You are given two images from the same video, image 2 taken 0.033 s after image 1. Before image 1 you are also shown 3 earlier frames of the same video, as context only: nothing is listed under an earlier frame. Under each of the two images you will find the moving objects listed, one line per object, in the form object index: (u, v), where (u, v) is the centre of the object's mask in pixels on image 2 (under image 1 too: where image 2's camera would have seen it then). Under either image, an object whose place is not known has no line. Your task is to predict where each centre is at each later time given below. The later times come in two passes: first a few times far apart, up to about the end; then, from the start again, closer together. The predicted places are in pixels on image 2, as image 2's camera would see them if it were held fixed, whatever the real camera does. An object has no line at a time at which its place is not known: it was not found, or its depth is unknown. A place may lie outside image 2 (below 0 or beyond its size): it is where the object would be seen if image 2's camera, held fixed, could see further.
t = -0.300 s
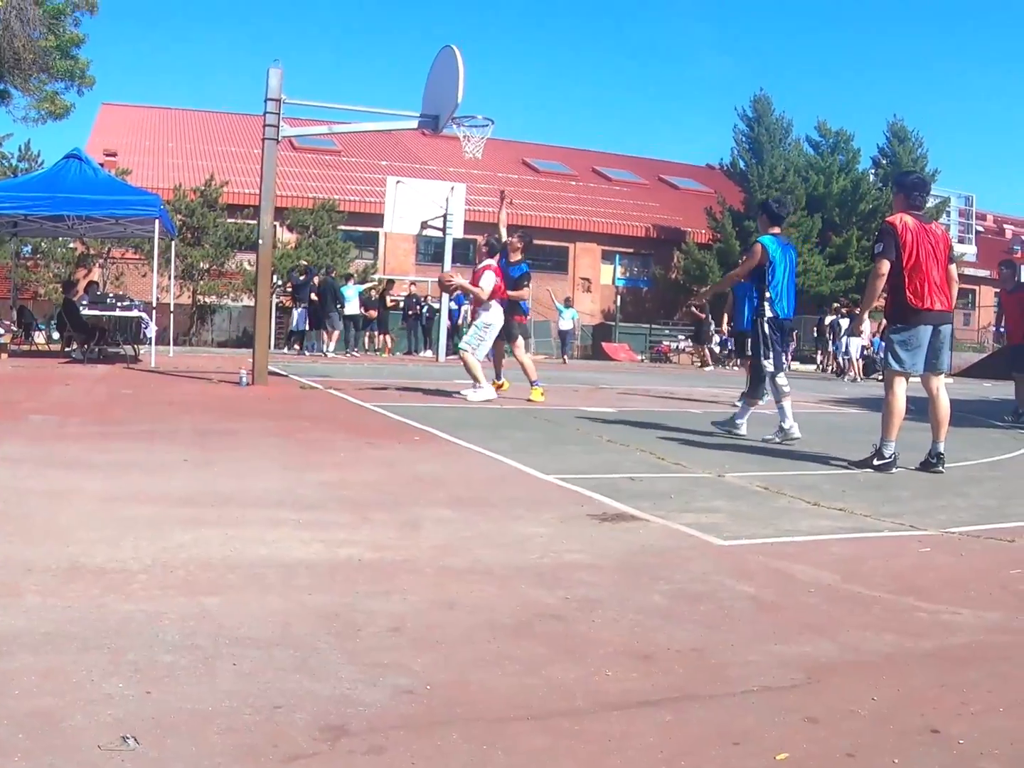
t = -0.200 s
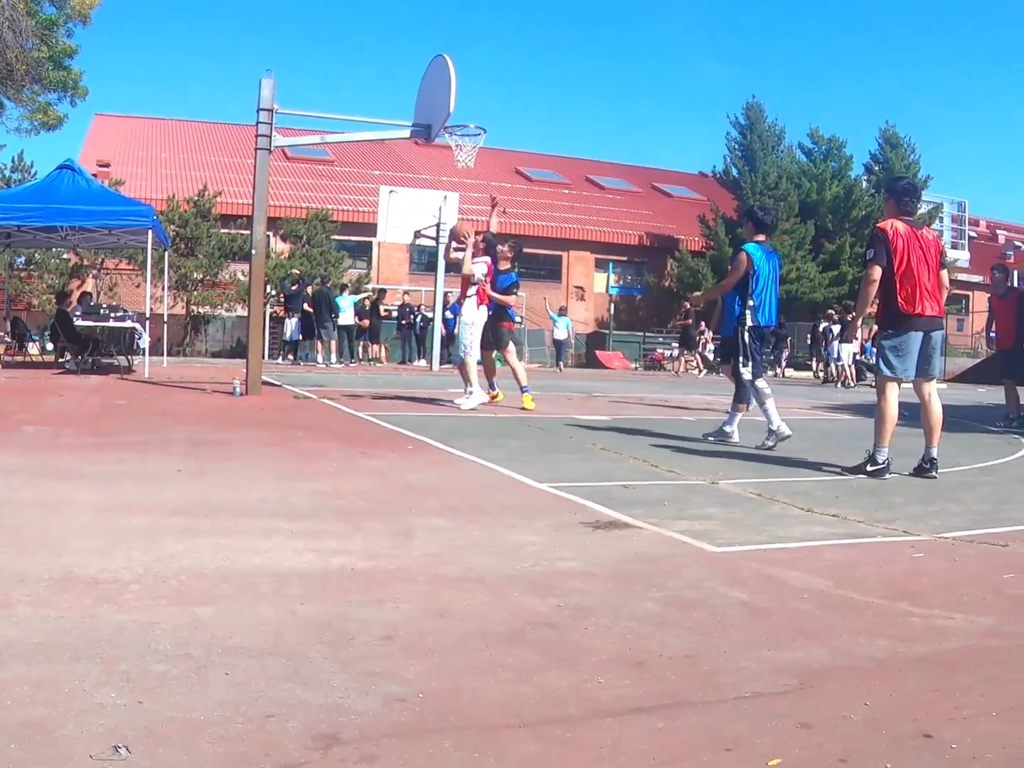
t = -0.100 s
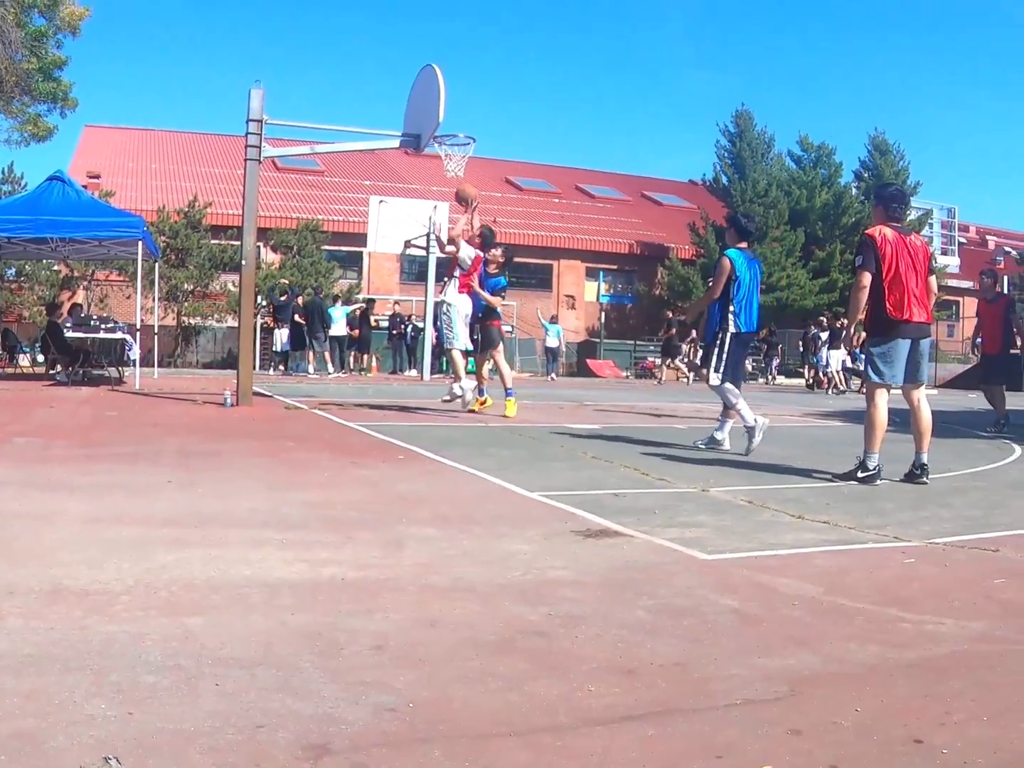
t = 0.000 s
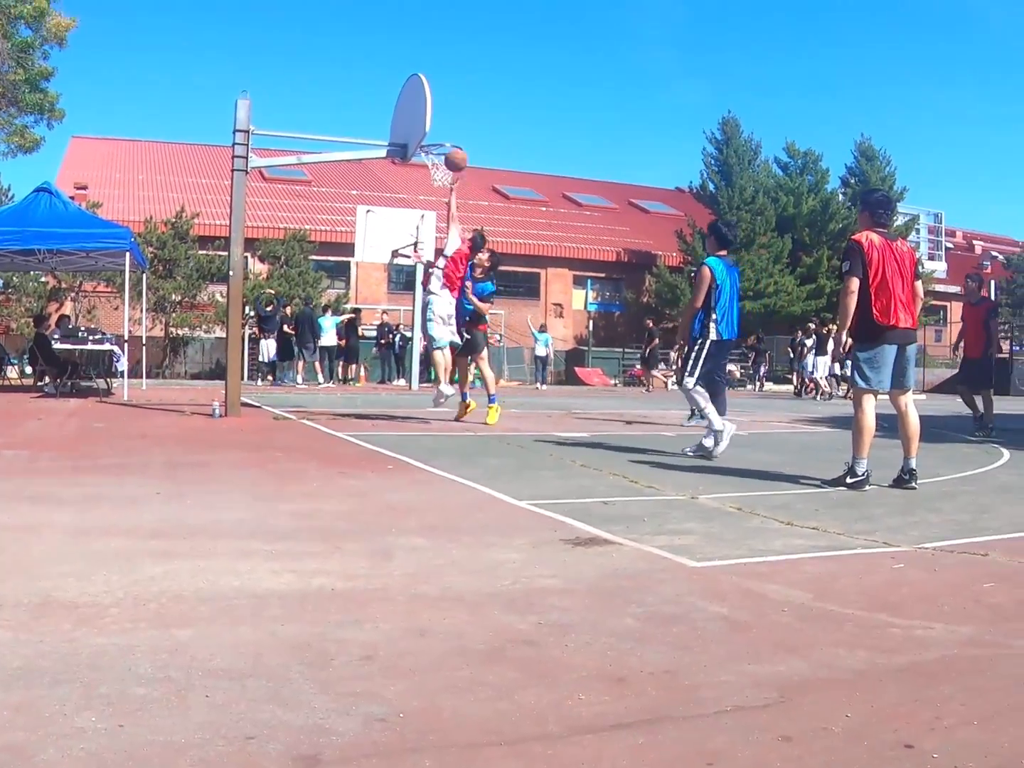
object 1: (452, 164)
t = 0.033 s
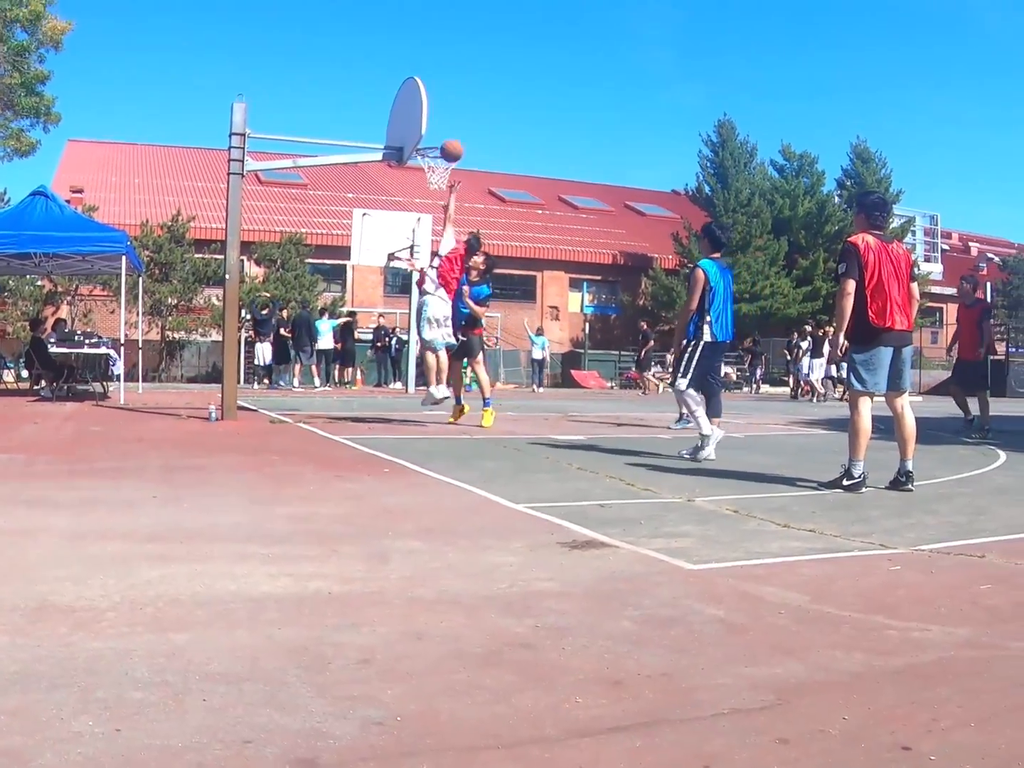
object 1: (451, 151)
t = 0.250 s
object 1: (448, 96)
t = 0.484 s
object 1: (443, 86)
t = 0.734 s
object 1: (436, 125)
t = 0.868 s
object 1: (432, 163)
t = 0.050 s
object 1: (451, 145)
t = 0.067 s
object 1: (451, 140)
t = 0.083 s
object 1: (450, 134)
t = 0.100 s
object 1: (450, 129)
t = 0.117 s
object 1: (450, 124)
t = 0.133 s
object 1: (450, 120)
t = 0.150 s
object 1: (450, 116)
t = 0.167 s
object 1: (450, 112)
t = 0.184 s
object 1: (449, 108)
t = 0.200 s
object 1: (449, 105)
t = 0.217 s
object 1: (449, 102)
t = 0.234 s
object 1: (448, 99)
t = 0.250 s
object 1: (448, 96)
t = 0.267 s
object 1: (448, 94)
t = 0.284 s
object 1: (447, 92)
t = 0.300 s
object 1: (447, 90)
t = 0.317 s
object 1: (447, 88)
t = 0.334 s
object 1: (446, 87)
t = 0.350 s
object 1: (446, 86)
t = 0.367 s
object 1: (446, 85)
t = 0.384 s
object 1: (445, 85)
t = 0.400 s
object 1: (445, 85)
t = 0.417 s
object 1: (445, 84)
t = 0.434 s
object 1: (444, 84)
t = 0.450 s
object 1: (444, 85)
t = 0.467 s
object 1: (443, 85)
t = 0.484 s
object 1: (443, 86)
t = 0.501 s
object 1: (442, 87)
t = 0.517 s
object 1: (442, 88)
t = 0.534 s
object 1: (441, 90)
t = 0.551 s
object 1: (441, 92)
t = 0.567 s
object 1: (441, 93)
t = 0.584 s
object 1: (440, 96)
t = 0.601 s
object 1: (440, 98)
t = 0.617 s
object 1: (439, 101)
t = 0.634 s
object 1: (439, 104)
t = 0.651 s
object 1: (438, 107)
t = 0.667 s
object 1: (438, 110)
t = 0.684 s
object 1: (437, 114)
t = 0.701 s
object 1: (437, 117)
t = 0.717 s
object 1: (437, 121)
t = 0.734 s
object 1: (436, 125)
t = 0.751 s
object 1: (436, 130)
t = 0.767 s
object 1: (435, 135)
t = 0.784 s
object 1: (435, 139)
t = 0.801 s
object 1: (435, 144)
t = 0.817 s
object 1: (434, 149)
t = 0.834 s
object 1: (434, 156)
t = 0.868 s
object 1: (432, 163)
